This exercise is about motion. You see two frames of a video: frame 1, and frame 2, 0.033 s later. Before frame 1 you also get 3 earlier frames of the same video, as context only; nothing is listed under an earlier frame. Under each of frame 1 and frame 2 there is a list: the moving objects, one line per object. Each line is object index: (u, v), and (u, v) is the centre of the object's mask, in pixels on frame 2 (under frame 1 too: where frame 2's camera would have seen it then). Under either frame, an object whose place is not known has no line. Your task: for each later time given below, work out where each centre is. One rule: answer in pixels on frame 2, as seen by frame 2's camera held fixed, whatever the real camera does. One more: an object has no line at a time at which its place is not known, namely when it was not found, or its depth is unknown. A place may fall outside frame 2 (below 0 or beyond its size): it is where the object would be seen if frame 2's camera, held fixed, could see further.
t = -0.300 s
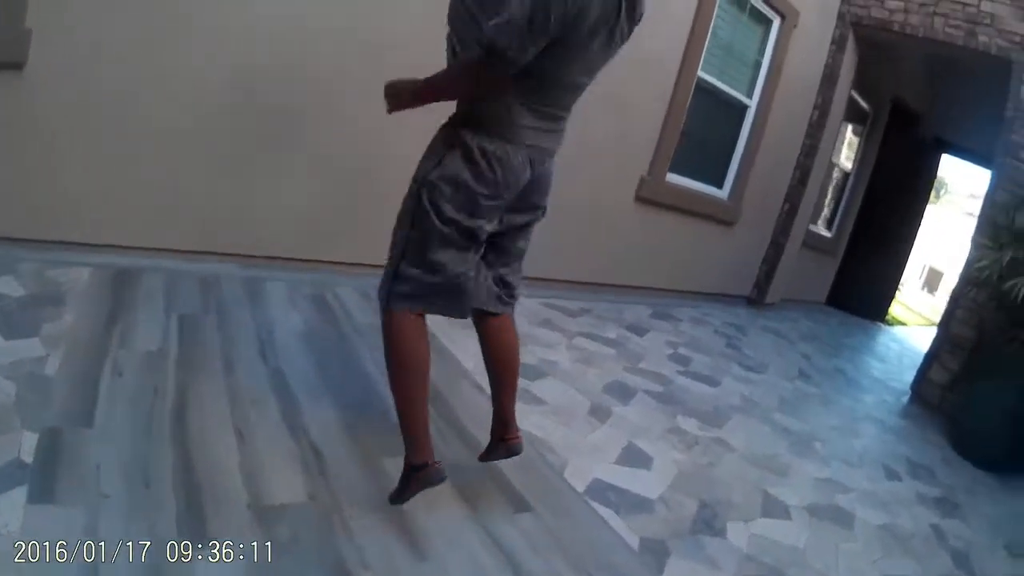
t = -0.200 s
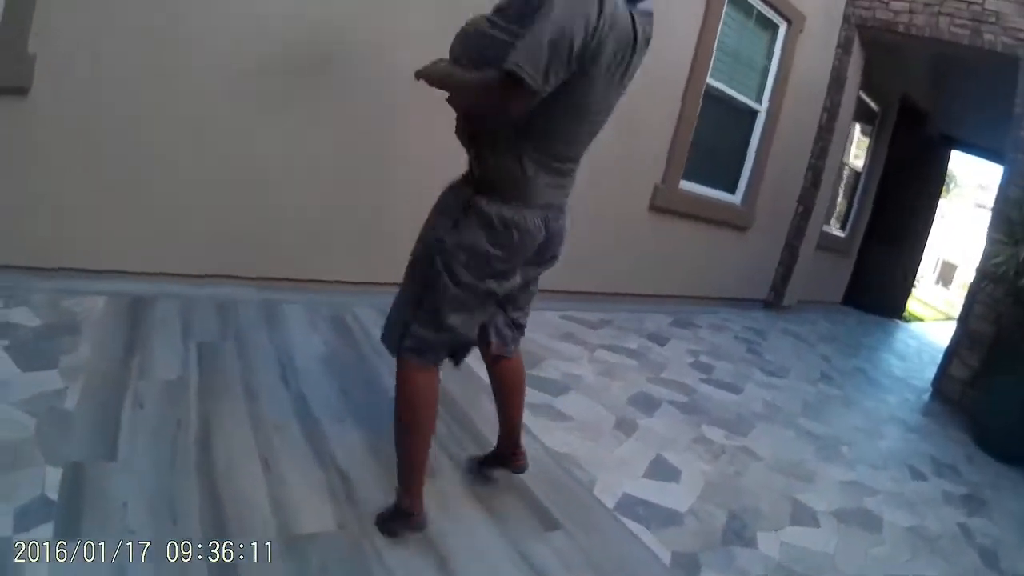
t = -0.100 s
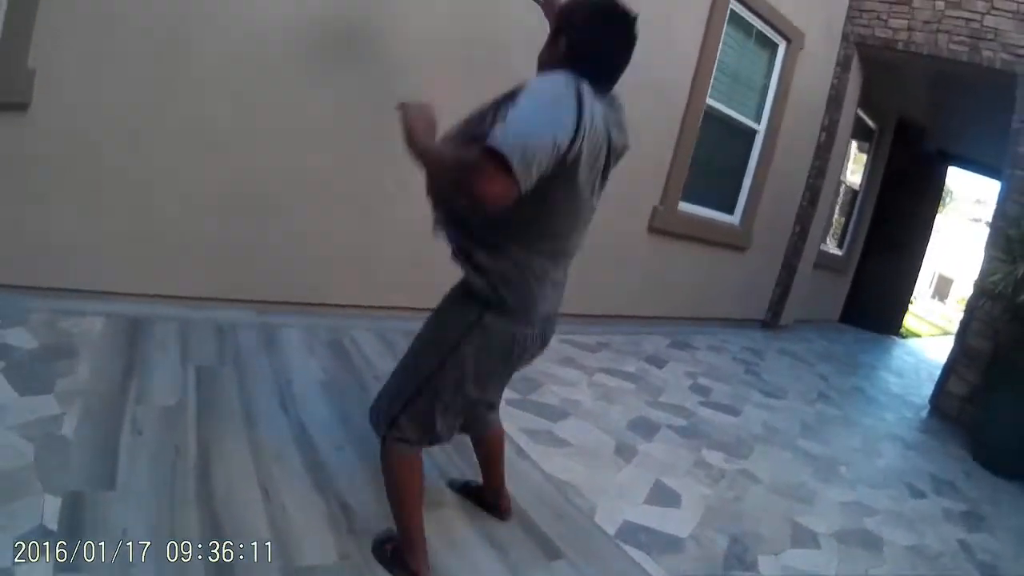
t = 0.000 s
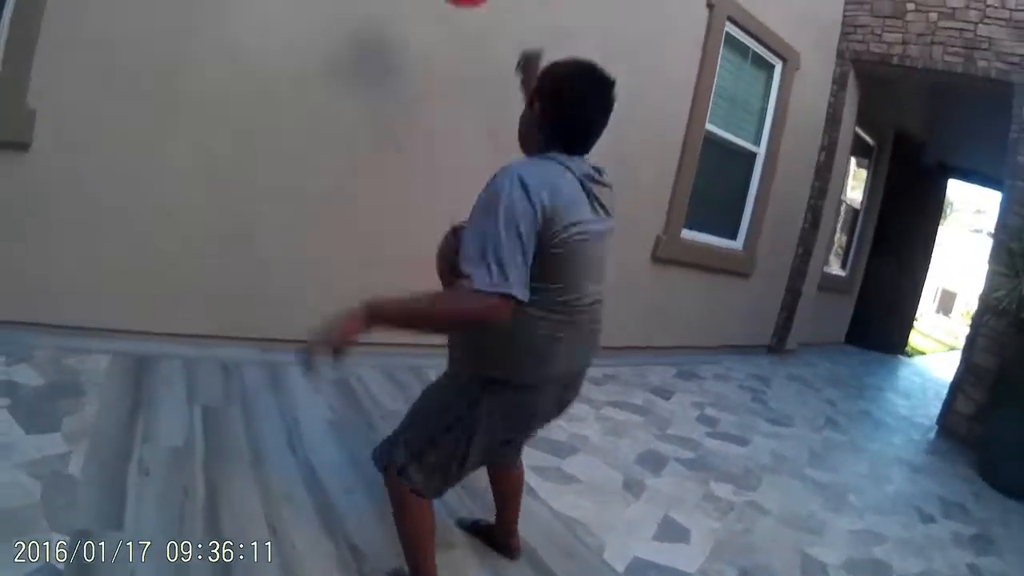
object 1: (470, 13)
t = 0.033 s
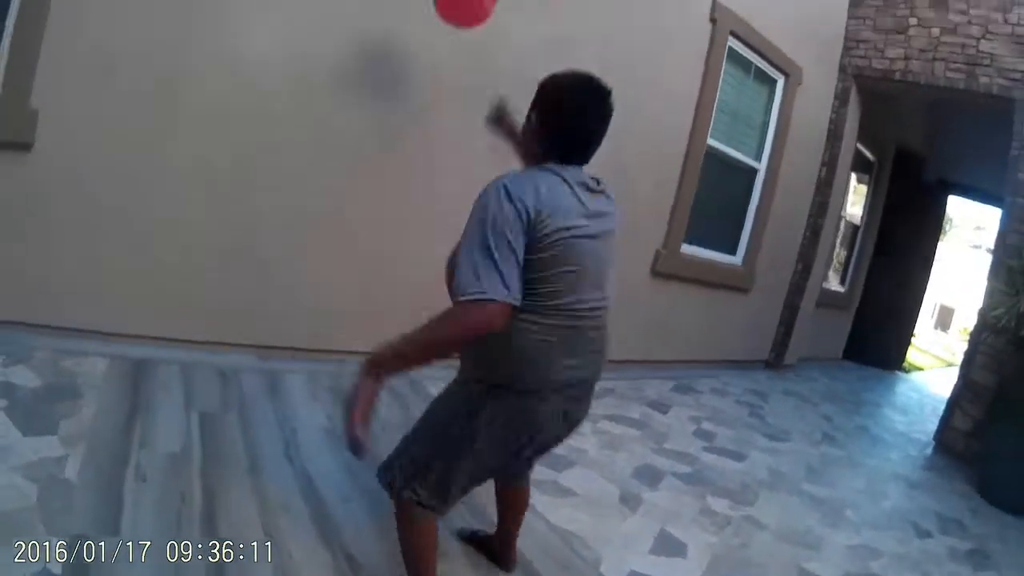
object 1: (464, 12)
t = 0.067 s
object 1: (456, 11)
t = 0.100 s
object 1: (451, 24)
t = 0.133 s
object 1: (445, 44)
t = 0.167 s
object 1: (437, 63)
